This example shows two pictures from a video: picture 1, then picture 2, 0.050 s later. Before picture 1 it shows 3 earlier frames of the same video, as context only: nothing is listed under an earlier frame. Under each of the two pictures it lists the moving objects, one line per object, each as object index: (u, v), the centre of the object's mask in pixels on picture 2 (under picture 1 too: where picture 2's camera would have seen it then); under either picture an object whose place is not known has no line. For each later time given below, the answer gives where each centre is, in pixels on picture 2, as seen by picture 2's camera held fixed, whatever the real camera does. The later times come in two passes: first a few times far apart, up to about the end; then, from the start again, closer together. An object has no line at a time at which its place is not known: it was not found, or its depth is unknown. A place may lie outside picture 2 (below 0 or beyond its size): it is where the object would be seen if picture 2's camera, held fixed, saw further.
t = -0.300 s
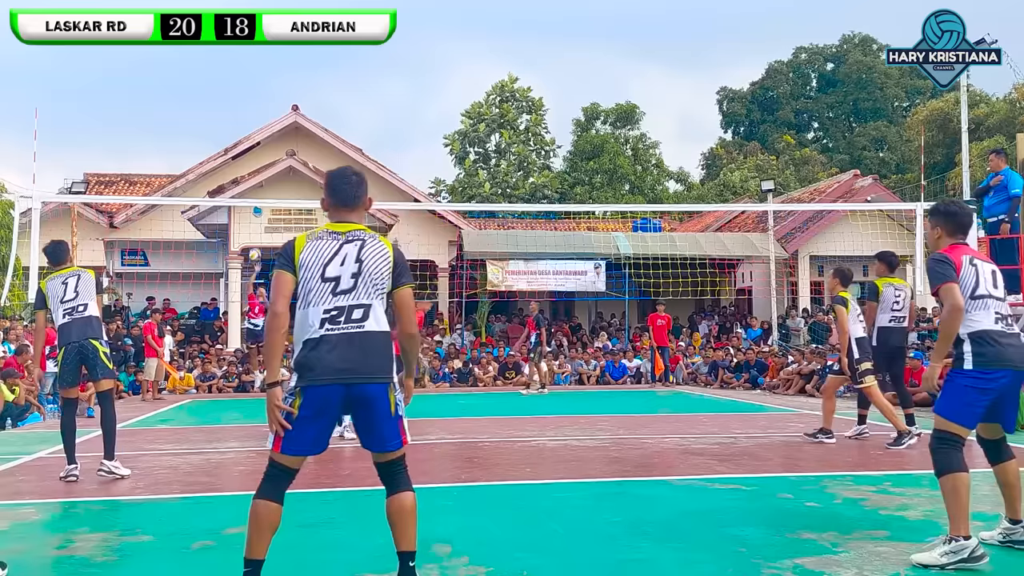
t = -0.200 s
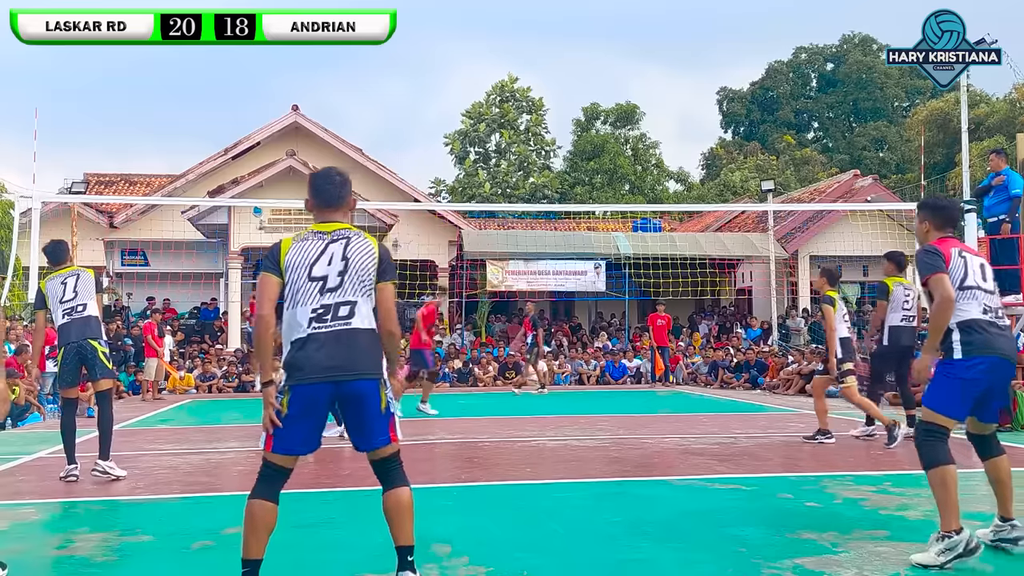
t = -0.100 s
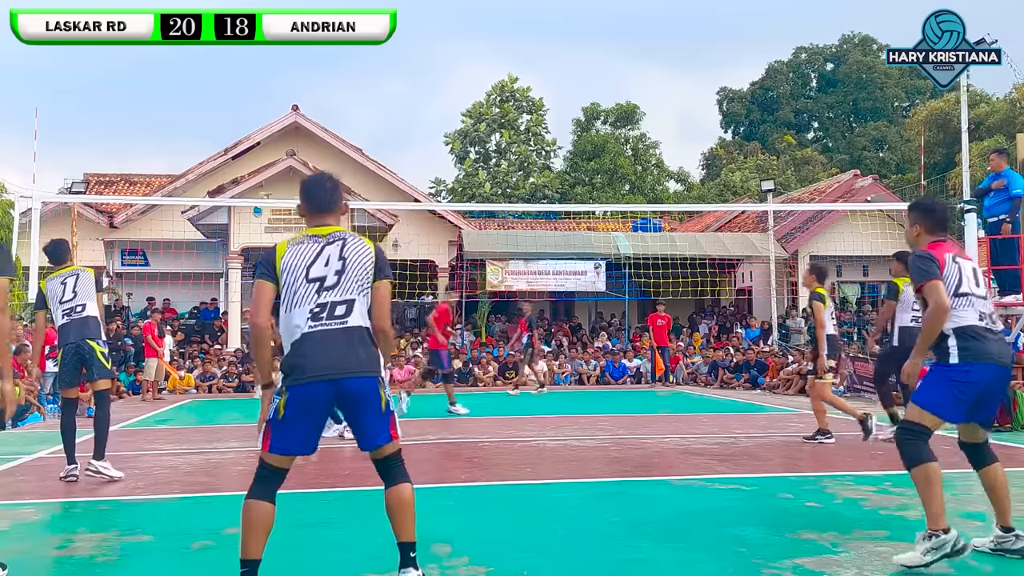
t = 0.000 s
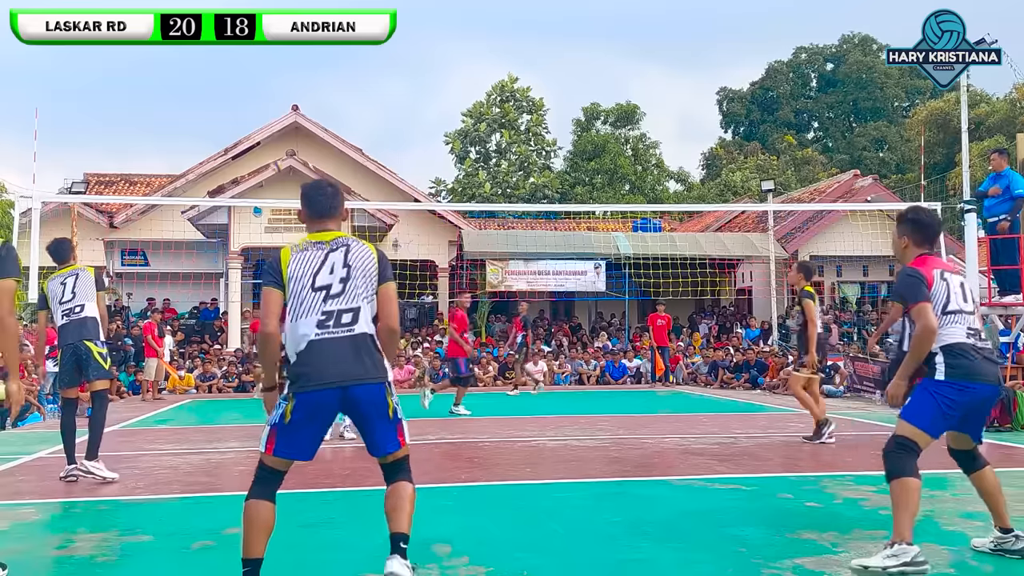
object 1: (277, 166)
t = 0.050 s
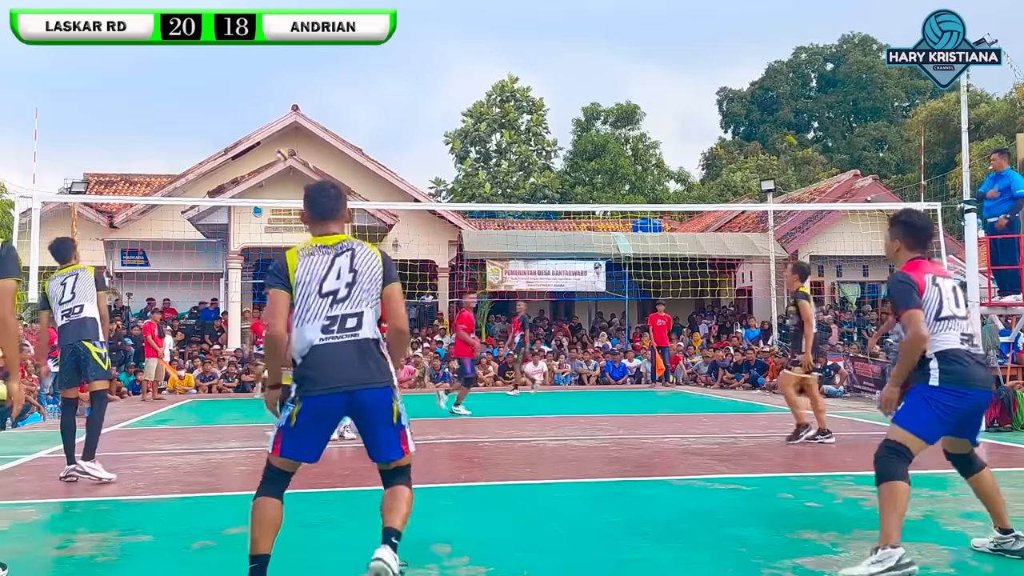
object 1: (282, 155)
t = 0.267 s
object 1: (310, 116)
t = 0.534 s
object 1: (360, 109)
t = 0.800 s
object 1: (439, 181)
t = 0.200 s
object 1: (300, 128)
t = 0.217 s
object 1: (303, 123)
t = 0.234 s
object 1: (306, 121)
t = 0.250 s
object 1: (307, 119)
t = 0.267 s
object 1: (310, 116)
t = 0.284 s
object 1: (313, 114)
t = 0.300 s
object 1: (315, 113)
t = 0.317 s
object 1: (317, 112)
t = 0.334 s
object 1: (320, 110)
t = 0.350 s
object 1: (323, 108)
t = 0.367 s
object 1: (325, 107)
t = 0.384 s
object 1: (328, 105)
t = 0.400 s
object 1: (332, 105)
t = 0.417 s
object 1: (334, 104)
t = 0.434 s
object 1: (337, 104)
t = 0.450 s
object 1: (341, 104)
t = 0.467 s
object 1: (345, 105)
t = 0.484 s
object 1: (348, 105)
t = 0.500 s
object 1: (352, 106)
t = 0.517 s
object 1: (355, 107)
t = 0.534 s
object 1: (360, 109)
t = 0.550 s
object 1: (364, 111)
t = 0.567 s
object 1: (368, 113)
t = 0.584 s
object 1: (372, 114)
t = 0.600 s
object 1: (376, 117)
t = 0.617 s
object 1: (380, 119)
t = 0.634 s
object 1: (385, 122)
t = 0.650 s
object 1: (390, 126)
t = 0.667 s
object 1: (394, 130)
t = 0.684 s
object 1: (399, 134)
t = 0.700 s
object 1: (404, 139)
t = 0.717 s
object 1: (409, 145)
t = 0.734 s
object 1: (415, 151)
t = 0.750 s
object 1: (421, 158)
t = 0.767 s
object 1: (427, 165)
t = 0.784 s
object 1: (433, 173)
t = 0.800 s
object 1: (439, 181)
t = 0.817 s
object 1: (445, 189)
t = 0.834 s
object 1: (450, 194)
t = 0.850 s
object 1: (461, 209)
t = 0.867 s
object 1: (466, 217)
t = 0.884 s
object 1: (473, 227)
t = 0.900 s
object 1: (479, 245)
